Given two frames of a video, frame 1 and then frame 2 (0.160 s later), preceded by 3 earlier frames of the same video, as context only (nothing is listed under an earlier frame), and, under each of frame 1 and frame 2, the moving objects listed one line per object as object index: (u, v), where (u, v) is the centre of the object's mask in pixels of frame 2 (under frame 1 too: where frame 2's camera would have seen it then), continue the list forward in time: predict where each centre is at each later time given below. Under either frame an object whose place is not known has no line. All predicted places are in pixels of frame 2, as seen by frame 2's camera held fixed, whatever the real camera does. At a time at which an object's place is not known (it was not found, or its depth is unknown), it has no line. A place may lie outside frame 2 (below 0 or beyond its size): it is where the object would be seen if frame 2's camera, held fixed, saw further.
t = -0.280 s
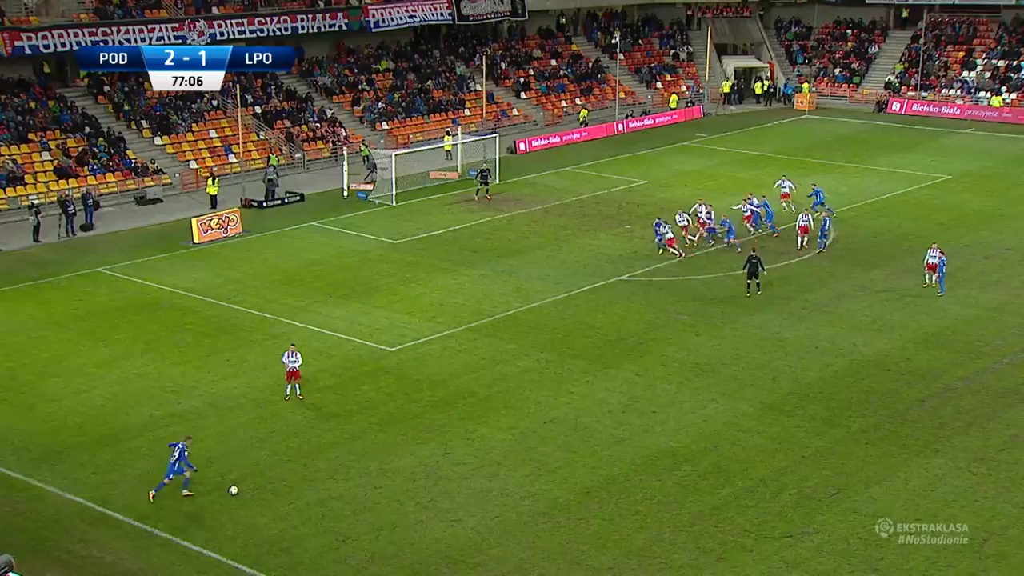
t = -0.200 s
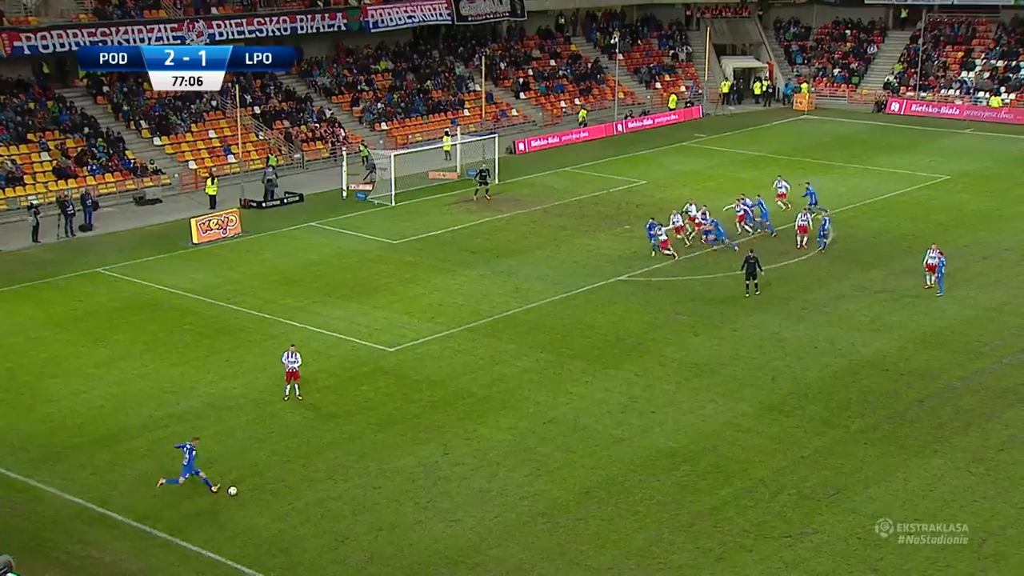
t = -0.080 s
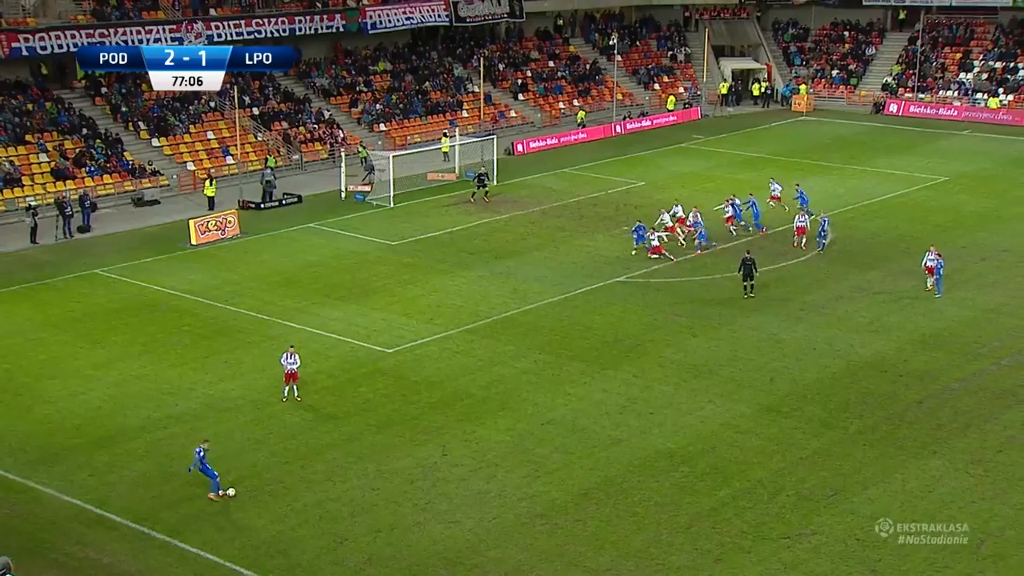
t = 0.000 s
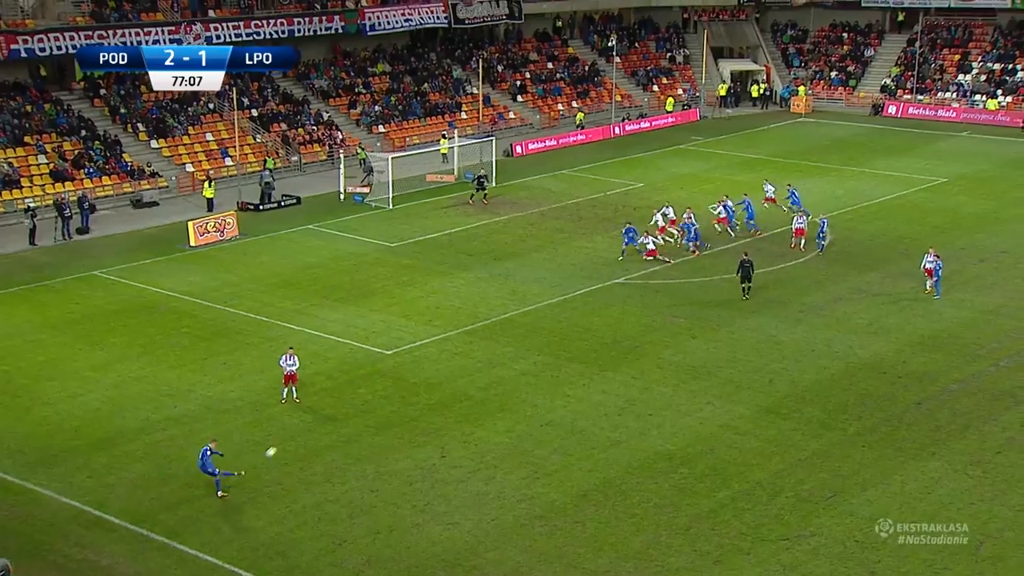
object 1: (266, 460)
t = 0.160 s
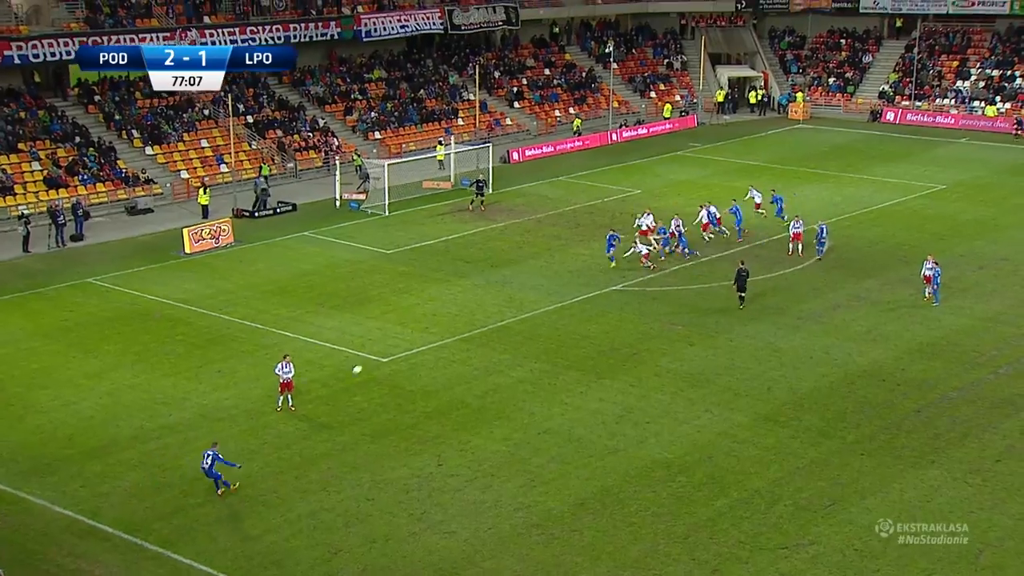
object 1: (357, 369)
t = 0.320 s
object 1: (423, 303)
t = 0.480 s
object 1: (472, 256)
